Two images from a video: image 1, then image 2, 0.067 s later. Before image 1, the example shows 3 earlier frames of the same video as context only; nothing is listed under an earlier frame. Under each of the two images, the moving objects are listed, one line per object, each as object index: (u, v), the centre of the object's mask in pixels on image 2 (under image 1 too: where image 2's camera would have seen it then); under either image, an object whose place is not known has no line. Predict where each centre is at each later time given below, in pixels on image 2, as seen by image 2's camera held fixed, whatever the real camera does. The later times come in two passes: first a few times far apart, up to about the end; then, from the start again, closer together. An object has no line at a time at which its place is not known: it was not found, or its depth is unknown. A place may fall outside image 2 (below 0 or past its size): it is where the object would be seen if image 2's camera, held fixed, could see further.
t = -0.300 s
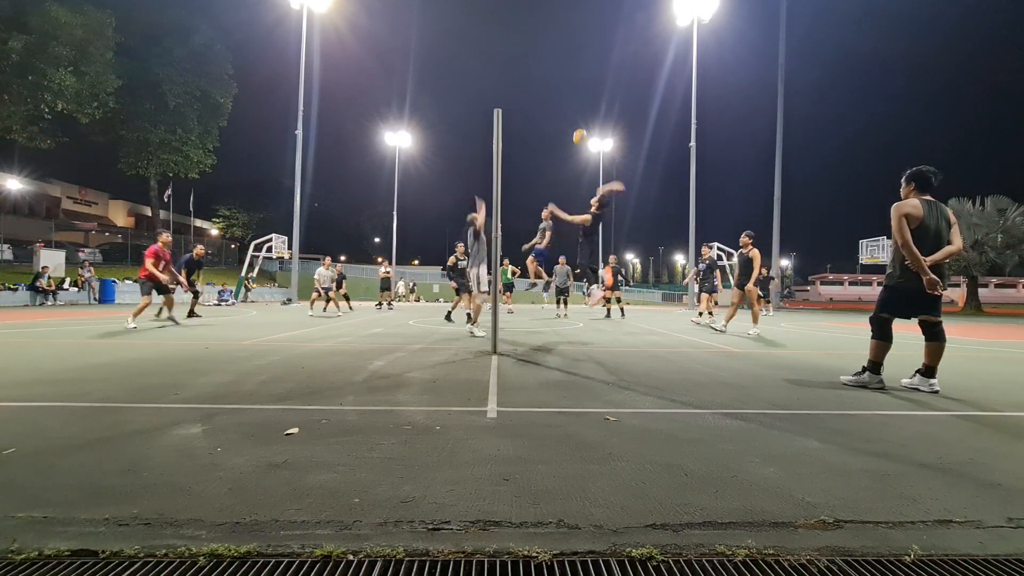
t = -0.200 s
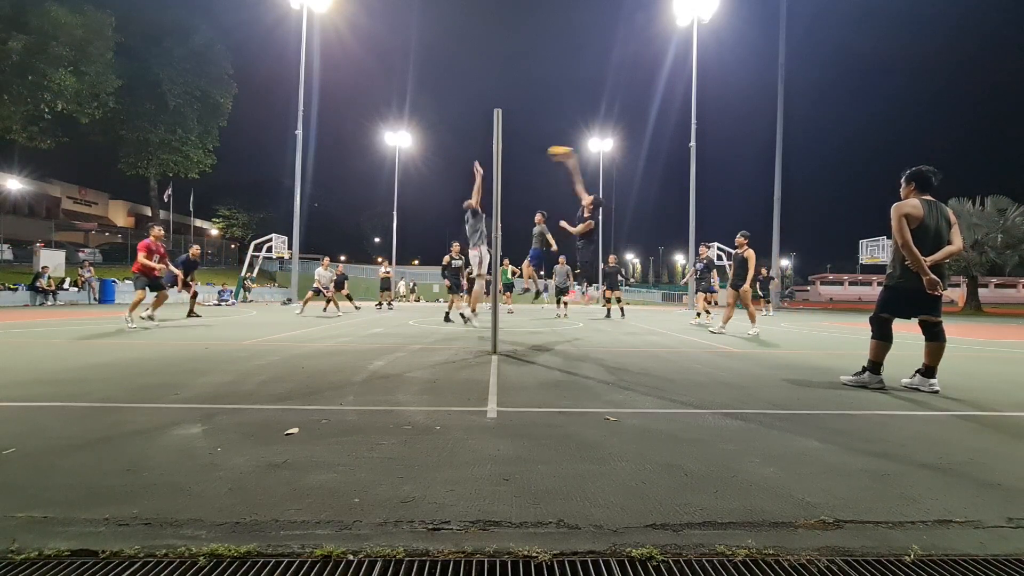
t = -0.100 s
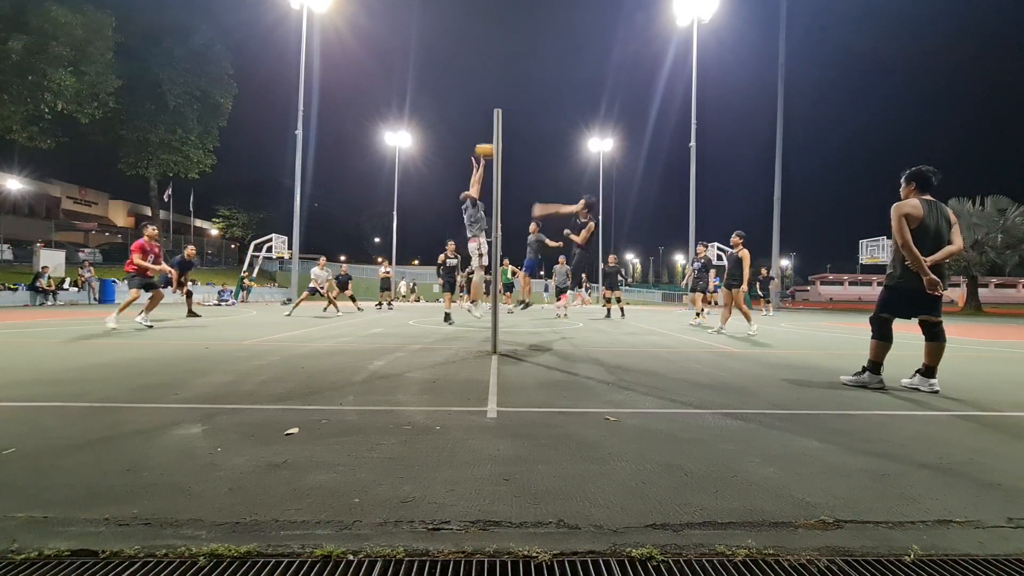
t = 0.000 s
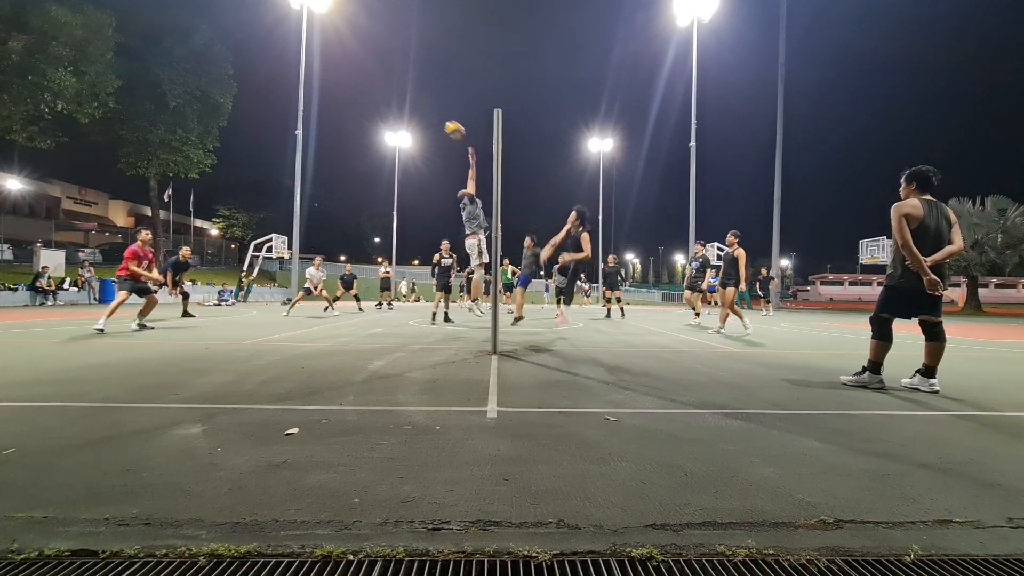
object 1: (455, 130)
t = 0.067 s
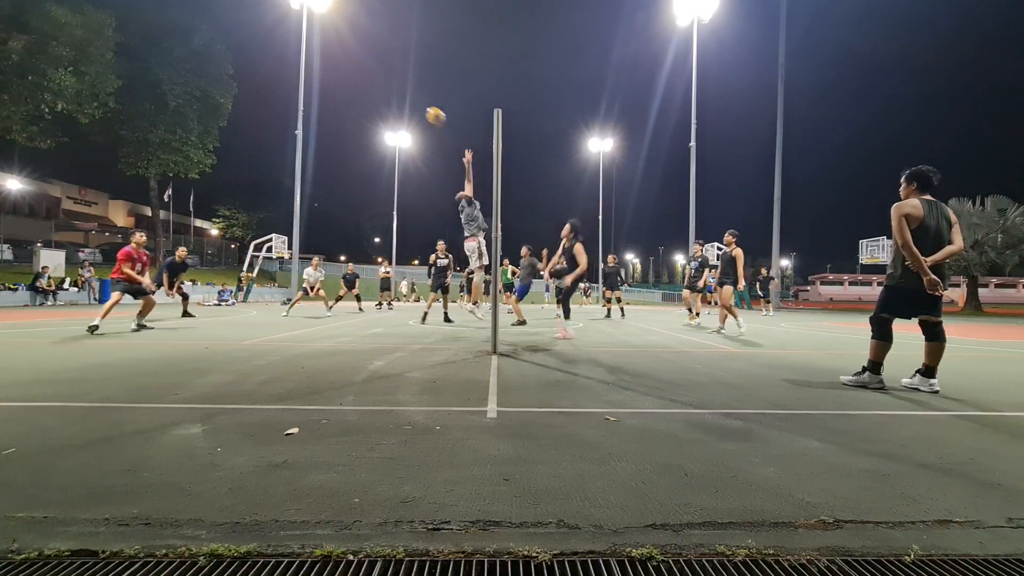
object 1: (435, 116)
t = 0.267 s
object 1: (373, 92)
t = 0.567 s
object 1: (265, 113)
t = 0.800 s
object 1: (169, 188)
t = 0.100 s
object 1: (426, 110)
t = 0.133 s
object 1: (415, 105)
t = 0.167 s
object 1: (405, 100)
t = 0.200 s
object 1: (394, 97)
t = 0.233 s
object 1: (384, 94)
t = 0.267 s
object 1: (373, 92)
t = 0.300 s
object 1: (362, 90)
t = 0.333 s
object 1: (350, 90)
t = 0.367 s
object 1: (340, 90)
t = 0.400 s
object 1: (328, 92)
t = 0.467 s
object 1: (303, 97)
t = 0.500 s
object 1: (289, 101)
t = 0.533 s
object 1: (279, 106)
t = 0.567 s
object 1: (265, 113)
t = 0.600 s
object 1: (252, 120)
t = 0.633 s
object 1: (239, 129)
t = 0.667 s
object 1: (226, 139)
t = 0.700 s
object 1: (212, 149)
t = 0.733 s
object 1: (198, 160)
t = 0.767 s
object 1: (184, 174)
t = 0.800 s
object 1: (169, 188)
